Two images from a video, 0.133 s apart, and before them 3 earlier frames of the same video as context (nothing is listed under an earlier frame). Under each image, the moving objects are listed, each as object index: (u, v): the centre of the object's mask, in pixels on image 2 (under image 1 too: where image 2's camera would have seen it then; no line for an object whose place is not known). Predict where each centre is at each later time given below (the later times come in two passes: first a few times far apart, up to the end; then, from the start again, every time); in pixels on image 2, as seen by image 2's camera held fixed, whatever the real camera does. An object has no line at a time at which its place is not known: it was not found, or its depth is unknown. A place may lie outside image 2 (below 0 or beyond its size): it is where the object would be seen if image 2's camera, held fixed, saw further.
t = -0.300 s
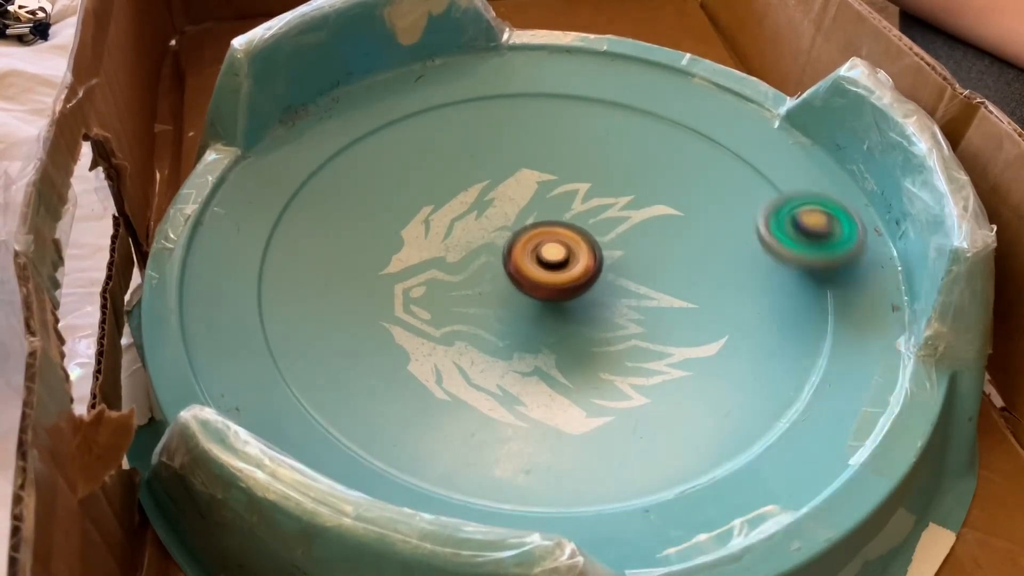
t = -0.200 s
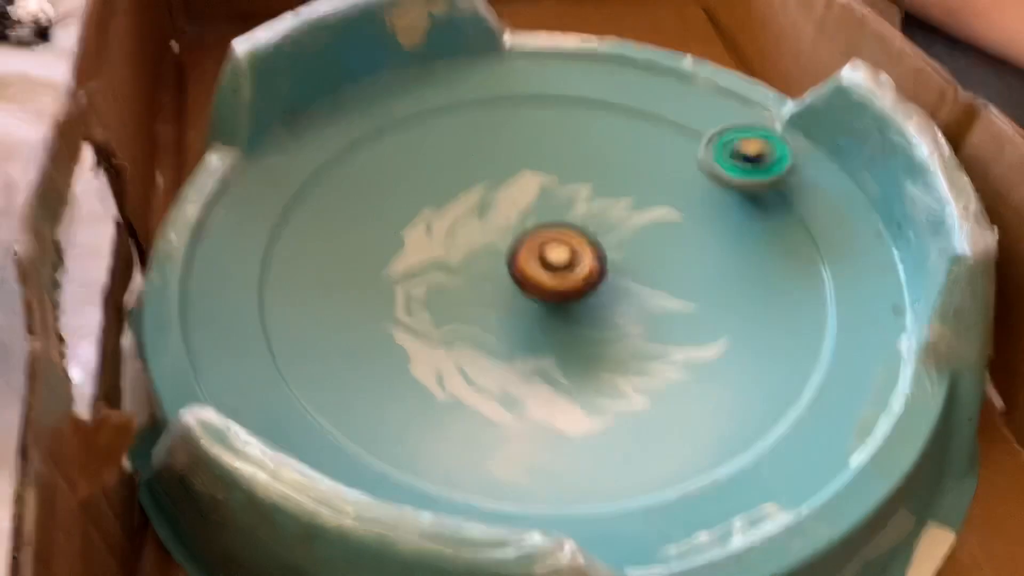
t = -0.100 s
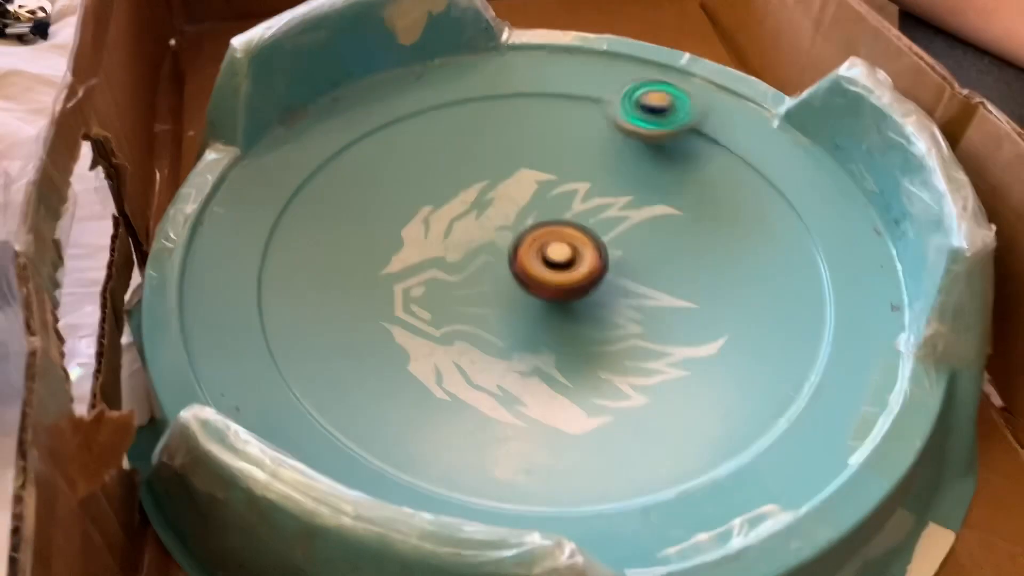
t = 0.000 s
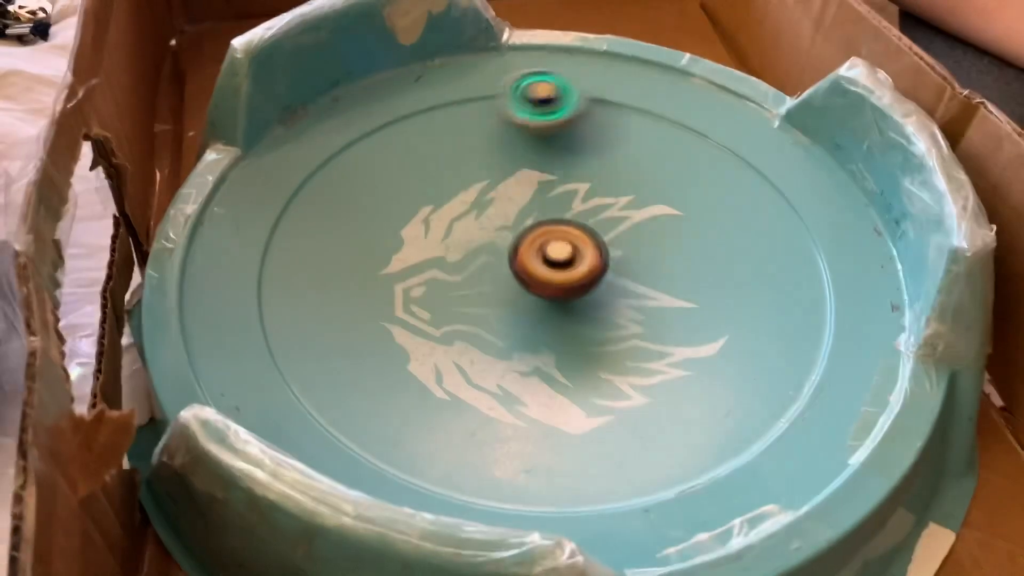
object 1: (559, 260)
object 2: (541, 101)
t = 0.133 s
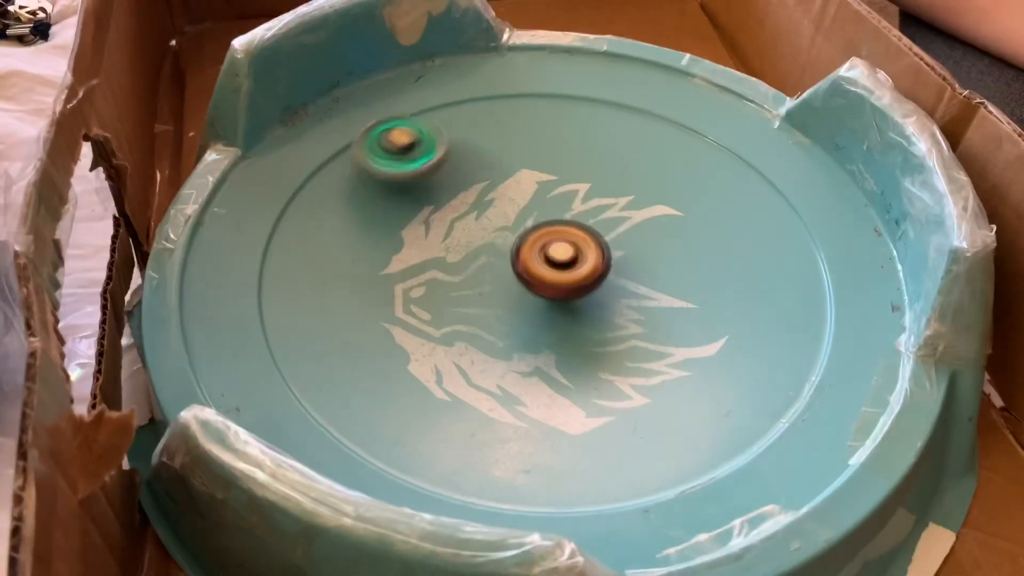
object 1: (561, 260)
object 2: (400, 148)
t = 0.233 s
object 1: (560, 259)
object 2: (342, 230)
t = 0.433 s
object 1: (560, 260)
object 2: (484, 422)
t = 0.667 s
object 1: (558, 263)
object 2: (760, 341)
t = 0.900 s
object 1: (560, 267)
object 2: (700, 185)
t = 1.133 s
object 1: (558, 272)
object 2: (533, 164)
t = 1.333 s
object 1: (560, 272)
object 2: (473, 203)
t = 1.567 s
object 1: (559, 273)
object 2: (463, 243)
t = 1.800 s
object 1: (669, 292)
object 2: (386, 253)
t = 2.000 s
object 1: (648, 268)
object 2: (402, 282)
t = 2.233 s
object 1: (611, 257)
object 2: (442, 301)
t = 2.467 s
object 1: (603, 243)
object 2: (457, 315)
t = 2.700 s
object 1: (688, 165)
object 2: (413, 356)
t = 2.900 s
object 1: (610, 176)
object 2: (484, 353)
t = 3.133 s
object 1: (553, 210)
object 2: (531, 329)
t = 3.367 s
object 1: (531, 231)
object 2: (563, 309)
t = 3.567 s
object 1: (477, 95)
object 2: (704, 415)
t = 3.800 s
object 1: (429, 132)
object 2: (785, 272)
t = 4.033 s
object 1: (456, 235)
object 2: (686, 236)
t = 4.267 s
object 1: (504, 276)
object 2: (622, 237)
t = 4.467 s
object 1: (270, 332)
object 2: (728, 148)
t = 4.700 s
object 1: (435, 387)
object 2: (633, 150)
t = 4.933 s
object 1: (573, 340)
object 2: (562, 189)
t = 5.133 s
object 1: (594, 296)
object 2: (534, 218)
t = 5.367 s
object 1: (813, 436)
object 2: (359, 97)
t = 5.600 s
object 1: (793, 358)
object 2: (311, 199)
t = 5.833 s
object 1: (662, 253)
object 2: (401, 265)
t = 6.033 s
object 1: (571, 238)
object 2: (489, 284)
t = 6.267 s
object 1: (640, 179)
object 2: (527, 355)
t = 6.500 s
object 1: (574, 195)
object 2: (598, 343)
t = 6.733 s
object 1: (533, 217)
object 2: (619, 319)
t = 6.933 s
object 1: (517, 241)
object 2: (619, 300)
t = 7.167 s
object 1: (428, 212)
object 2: (694, 310)
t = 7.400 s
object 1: (397, 222)
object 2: (707, 291)
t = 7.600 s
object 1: (431, 254)
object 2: (686, 276)
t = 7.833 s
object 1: (473, 266)
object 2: (641, 263)
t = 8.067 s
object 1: (400, 265)
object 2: (693, 230)
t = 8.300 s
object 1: (309, 274)
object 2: (683, 163)
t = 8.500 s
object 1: (402, 302)
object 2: (632, 174)
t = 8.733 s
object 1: (510, 298)
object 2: (591, 191)
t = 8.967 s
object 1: (557, 296)
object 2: (555, 198)
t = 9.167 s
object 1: (582, 300)
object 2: (533, 202)
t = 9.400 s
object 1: (605, 286)
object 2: (514, 215)
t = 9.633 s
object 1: (610, 276)
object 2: (508, 227)
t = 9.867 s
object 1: (615, 275)
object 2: (502, 237)
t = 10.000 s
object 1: (838, 335)
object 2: (328, 143)
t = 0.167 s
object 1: (560, 260)
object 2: (374, 171)
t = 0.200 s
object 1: (560, 260)
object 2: (354, 198)
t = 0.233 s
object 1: (560, 259)
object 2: (342, 230)
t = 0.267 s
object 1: (560, 260)
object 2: (339, 262)
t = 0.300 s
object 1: (560, 260)
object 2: (346, 298)
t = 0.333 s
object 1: (560, 260)
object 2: (364, 335)
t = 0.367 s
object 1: (560, 260)
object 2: (392, 368)
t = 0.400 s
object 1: (560, 260)
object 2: (437, 401)
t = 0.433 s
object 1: (560, 260)
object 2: (484, 422)
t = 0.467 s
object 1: (559, 261)
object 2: (537, 433)
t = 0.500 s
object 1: (559, 261)
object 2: (586, 435)
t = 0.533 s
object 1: (559, 261)
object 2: (634, 427)
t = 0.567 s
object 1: (559, 261)
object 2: (676, 413)
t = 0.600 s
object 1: (559, 262)
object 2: (713, 393)
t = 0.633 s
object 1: (559, 262)
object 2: (742, 368)
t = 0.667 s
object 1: (558, 263)
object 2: (760, 341)
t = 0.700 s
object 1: (558, 263)
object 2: (770, 314)
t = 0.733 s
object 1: (559, 264)
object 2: (773, 289)
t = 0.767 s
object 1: (559, 264)
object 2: (768, 264)
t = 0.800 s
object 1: (559, 265)
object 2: (757, 241)
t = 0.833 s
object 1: (559, 265)
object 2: (741, 220)
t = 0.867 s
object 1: (559, 265)
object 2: (723, 201)
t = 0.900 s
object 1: (560, 267)
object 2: (700, 185)
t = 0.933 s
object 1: (560, 267)
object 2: (672, 175)
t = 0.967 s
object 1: (560, 268)
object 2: (648, 166)
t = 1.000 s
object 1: (560, 268)
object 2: (622, 161)
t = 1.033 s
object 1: (560, 270)
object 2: (596, 158)
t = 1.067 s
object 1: (559, 271)
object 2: (573, 158)
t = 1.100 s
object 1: (558, 271)
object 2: (552, 161)
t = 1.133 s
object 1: (558, 272)
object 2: (533, 164)
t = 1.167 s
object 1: (559, 272)
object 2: (517, 170)
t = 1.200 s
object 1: (559, 272)
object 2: (503, 177)
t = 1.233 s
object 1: (559, 272)
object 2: (493, 184)
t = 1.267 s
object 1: (559, 272)
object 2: (485, 190)
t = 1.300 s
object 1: (560, 272)
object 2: (479, 197)
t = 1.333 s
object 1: (560, 272)
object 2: (473, 203)
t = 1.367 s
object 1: (560, 272)
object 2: (470, 209)
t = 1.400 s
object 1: (560, 272)
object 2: (467, 216)
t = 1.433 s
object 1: (560, 272)
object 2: (465, 222)
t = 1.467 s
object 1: (560, 273)
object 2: (463, 228)
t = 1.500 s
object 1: (560, 273)
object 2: (463, 231)
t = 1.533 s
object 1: (560, 273)
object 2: (463, 237)
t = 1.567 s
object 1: (559, 273)
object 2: (463, 243)
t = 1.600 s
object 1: (585, 281)
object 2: (442, 236)
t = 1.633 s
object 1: (615, 290)
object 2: (419, 231)
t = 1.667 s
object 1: (639, 295)
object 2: (404, 229)
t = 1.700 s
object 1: (656, 297)
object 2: (395, 233)
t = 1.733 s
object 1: (665, 297)
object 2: (389, 240)
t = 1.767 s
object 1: (668, 295)
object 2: (386, 247)
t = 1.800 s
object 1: (669, 292)
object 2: (386, 253)
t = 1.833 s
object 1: (667, 287)
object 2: (387, 259)
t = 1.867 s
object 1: (664, 283)
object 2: (389, 264)
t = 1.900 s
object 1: (661, 279)
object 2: (392, 270)
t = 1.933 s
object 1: (657, 275)
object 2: (395, 274)
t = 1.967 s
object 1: (652, 272)
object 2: (398, 278)
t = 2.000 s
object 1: (648, 268)
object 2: (402, 282)
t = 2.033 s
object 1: (643, 266)
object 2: (407, 285)
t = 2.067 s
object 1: (638, 263)
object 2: (412, 289)
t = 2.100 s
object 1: (633, 262)
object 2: (417, 292)
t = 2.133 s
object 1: (628, 260)
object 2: (423, 294)
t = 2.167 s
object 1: (622, 259)
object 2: (429, 296)
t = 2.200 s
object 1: (616, 257)
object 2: (435, 299)
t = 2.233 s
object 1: (611, 257)
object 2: (442, 301)
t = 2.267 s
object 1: (604, 257)
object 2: (448, 302)
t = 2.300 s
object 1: (598, 257)
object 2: (455, 303)
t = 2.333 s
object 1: (592, 257)
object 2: (463, 303)
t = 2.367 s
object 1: (586, 258)
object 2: (471, 304)
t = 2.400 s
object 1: (580, 258)
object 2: (479, 303)
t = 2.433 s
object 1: (574, 259)
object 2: (487, 303)
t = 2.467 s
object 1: (603, 243)
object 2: (457, 315)
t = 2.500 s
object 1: (639, 222)
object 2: (420, 328)
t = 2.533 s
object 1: (667, 204)
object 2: (396, 336)
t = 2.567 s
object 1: (687, 189)
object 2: (384, 342)
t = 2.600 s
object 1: (700, 178)
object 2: (384, 346)
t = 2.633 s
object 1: (704, 171)
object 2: (391, 350)
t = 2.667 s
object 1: (699, 167)
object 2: (402, 353)
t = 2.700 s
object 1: (688, 165)
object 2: (413, 356)
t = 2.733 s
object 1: (675, 164)
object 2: (427, 357)
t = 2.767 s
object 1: (661, 164)
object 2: (440, 358)
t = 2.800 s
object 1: (648, 165)
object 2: (452, 358)
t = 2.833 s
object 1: (635, 168)
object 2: (463, 357)
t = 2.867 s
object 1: (622, 172)
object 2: (474, 355)
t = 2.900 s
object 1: (610, 176)
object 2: (484, 353)
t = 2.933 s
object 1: (599, 181)
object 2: (492, 351)
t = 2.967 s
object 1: (589, 186)
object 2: (500, 348)
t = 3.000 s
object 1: (579, 191)
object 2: (508, 344)
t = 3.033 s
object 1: (571, 196)
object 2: (515, 341)
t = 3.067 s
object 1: (564, 201)
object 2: (520, 337)
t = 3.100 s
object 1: (558, 205)
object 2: (526, 333)
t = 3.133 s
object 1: (553, 210)
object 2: (531, 329)
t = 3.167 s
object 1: (548, 215)
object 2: (536, 325)
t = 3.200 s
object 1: (544, 220)
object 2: (541, 320)
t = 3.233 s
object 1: (541, 225)
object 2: (545, 315)
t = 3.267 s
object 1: (537, 230)
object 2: (550, 311)
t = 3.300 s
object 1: (535, 231)
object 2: (555, 310)
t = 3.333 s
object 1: (532, 230)
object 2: (559, 311)
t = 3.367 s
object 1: (531, 231)
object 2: (563, 309)
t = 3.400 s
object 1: (530, 232)
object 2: (566, 307)
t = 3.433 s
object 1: (524, 220)
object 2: (576, 320)
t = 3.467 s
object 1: (510, 179)
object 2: (605, 366)
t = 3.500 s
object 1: (497, 143)
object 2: (631, 392)
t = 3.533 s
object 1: (487, 115)
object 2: (668, 410)
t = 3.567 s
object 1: (477, 95)
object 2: (704, 415)
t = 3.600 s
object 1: (468, 83)
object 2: (745, 409)
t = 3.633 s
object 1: (459, 78)
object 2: (778, 396)
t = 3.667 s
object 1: (453, 85)
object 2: (790, 362)
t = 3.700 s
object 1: (446, 94)
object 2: (799, 334)
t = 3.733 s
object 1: (440, 105)
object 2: (799, 309)
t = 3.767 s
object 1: (434, 118)
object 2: (794, 287)
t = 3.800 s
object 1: (429, 132)
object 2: (785, 272)
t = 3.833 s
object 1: (428, 147)
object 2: (773, 259)
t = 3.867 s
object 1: (428, 162)
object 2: (760, 250)
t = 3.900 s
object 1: (430, 178)
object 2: (745, 244)
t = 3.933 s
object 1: (435, 194)
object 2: (730, 240)
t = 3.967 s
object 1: (441, 209)
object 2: (715, 237)
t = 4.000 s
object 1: (448, 223)
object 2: (700, 236)
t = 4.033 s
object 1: (456, 235)
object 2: (686, 236)
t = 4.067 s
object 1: (465, 246)
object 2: (672, 236)
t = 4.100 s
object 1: (475, 254)
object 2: (659, 236)
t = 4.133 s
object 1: (484, 260)
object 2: (647, 237)
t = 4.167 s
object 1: (493, 265)
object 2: (635, 238)
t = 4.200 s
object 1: (502, 269)
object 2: (625, 240)
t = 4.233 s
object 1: (511, 272)
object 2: (614, 241)
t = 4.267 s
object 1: (504, 276)
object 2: (622, 237)
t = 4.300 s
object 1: (439, 291)
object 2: (676, 216)
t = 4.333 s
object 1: (381, 300)
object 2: (716, 195)
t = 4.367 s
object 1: (332, 308)
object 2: (735, 181)
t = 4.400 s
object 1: (292, 316)
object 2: (743, 167)
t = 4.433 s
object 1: (271, 322)
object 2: (739, 155)
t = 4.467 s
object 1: (270, 332)
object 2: (728, 148)
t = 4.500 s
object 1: (278, 344)
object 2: (715, 143)
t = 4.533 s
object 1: (296, 356)
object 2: (700, 141)
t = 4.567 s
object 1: (323, 369)
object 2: (687, 140)
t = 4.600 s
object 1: (351, 378)
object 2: (673, 141)
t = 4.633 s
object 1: (379, 384)
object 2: (659, 143)
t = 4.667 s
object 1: (407, 387)
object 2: (645, 147)
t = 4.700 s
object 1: (435, 387)
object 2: (633, 150)
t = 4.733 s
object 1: (463, 385)
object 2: (620, 156)
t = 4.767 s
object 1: (489, 382)
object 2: (607, 161)
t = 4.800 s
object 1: (512, 376)
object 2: (596, 167)
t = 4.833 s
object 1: (533, 368)
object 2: (585, 173)
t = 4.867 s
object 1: (549, 359)
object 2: (577, 178)
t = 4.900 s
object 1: (562, 350)
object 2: (569, 183)
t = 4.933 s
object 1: (573, 340)
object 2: (562, 189)
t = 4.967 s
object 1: (581, 332)
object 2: (556, 193)
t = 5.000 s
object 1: (587, 323)
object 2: (551, 198)
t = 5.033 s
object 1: (590, 315)
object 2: (546, 203)
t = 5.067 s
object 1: (592, 308)
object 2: (542, 208)
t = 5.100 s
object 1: (594, 301)
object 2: (537, 213)
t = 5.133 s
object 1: (594, 296)
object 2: (534, 218)
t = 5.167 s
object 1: (594, 289)
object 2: (529, 223)
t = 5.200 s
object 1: (594, 285)
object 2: (525, 227)
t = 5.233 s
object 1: (645, 328)
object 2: (486, 182)
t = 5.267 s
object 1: (704, 375)
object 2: (443, 138)
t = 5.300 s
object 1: (762, 413)
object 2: (409, 108)
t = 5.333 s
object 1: (790, 417)
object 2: (380, 93)
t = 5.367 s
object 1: (813, 436)
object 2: (359, 97)
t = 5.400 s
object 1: (834, 446)
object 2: (332, 100)
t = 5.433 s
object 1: (844, 441)
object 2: (318, 113)
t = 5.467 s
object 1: (837, 434)
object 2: (309, 128)
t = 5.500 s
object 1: (827, 415)
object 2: (305, 144)
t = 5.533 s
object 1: (818, 396)
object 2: (303, 163)
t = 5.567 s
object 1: (807, 375)
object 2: (305, 182)
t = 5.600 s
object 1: (793, 358)
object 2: (311, 199)
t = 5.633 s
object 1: (779, 339)
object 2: (322, 212)
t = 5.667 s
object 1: (762, 320)
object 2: (334, 226)
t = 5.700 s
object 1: (744, 303)
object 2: (348, 237)
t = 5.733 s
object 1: (725, 288)
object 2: (362, 246)
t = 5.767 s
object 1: (704, 274)
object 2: (375, 253)
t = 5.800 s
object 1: (684, 263)
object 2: (389, 260)
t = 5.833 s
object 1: (662, 253)
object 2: (401, 265)
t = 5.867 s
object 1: (642, 245)
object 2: (414, 270)
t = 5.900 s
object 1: (623, 240)
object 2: (426, 274)
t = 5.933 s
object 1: (607, 237)
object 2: (439, 278)
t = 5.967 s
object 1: (593, 236)
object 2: (453, 280)
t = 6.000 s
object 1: (581, 236)
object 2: (470, 283)
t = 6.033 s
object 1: (571, 238)
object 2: (489, 284)
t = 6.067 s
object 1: (590, 223)
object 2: (478, 300)
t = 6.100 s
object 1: (614, 208)
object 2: (464, 315)
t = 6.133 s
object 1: (632, 195)
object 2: (463, 326)
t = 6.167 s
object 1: (644, 186)
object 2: (473, 337)
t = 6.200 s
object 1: (649, 180)
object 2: (489, 346)
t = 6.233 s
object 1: (646, 179)
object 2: (506, 352)
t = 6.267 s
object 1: (640, 179)
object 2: (527, 355)
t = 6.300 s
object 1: (631, 180)
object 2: (544, 356)
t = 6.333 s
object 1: (621, 181)
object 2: (559, 355)
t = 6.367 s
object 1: (611, 183)
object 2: (571, 353)
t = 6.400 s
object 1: (602, 186)
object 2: (580, 351)
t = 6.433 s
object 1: (592, 188)
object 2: (587, 348)
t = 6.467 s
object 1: (583, 192)
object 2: (593, 345)
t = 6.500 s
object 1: (574, 195)
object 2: (598, 343)
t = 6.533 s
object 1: (567, 198)
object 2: (602, 339)
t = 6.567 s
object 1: (560, 201)
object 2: (606, 336)
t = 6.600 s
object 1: (553, 204)
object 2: (609, 333)
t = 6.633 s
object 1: (547, 207)
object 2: (613, 330)
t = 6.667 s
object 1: (541, 210)
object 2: (615, 326)
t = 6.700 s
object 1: (537, 213)
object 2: (617, 322)
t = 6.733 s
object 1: (533, 217)
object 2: (619, 319)
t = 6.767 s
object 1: (528, 221)
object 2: (621, 315)
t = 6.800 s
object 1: (525, 225)
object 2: (621, 313)
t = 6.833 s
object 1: (522, 229)
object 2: (620, 310)
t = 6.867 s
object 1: (520, 233)
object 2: (620, 307)
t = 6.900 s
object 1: (518, 237)
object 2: (620, 303)
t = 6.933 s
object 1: (517, 241)
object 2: (619, 300)
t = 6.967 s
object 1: (516, 244)
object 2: (617, 298)
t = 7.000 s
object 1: (516, 248)
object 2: (615, 295)
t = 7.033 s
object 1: (516, 251)
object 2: (613, 291)
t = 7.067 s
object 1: (516, 254)
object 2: (612, 288)
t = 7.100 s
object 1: (487, 242)
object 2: (642, 298)
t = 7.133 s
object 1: (454, 225)
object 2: (676, 309)
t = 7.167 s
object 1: (428, 212)
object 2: (694, 310)
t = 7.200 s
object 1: (410, 204)
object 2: (703, 310)
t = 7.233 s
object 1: (401, 201)
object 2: (707, 308)
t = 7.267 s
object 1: (396, 202)
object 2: (709, 304)
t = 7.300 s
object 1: (394, 206)
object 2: (710, 301)
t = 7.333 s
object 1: (393, 211)
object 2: (709, 297)
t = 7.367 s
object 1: (395, 216)
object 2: (708, 294)
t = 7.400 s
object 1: (397, 222)
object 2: (707, 291)
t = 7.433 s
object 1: (401, 228)
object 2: (705, 288)
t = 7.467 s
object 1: (406, 235)
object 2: (702, 285)
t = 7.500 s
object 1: (411, 240)
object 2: (699, 283)
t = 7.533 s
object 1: (418, 245)
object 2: (695, 281)
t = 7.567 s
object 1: (424, 250)
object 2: (691, 278)
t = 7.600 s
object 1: (431, 254)
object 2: (686, 276)
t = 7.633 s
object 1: (437, 257)
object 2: (681, 274)
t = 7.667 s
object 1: (443, 260)
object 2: (675, 271)
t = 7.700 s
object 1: (450, 262)
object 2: (669, 270)
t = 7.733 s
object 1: (455, 264)
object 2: (662, 267)
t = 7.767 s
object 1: (461, 265)
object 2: (655, 266)
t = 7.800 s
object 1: (466, 266)
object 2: (648, 264)
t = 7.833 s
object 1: (473, 266)
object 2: (641, 263)
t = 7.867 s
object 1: (478, 267)
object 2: (634, 261)
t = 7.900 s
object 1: (484, 267)
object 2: (626, 259)
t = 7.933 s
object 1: (491, 267)
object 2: (618, 258)
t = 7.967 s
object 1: (497, 268)
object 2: (610, 256)
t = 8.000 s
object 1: (503, 268)
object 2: (603, 254)
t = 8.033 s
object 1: (454, 268)
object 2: (650, 242)
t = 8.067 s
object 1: (400, 265)
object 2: (693, 230)
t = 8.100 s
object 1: (356, 262)
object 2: (718, 218)
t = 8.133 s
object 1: (322, 260)
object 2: (728, 205)
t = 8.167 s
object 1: (303, 259)
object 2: (726, 193)
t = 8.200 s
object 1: (294, 261)
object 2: (718, 181)
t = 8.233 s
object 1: (295, 265)
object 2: (707, 172)
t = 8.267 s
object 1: (301, 269)
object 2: (695, 166)
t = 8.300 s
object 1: (309, 274)
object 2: (683, 163)
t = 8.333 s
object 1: (321, 281)
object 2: (674, 163)
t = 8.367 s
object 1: (334, 285)
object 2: (664, 164)
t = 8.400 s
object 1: (349, 291)
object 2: (655, 166)
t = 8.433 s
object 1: (365, 296)
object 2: (646, 169)
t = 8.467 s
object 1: (383, 299)
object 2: (639, 171)
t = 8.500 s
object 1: (402, 302)
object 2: (632, 174)
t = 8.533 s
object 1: (421, 305)
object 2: (626, 177)
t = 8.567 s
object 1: (440, 306)
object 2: (619, 179)
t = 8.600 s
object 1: (458, 306)
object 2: (614, 181)
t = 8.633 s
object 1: (475, 305)
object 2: (608, 183)
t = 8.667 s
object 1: (488, 303)
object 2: (602, 185)
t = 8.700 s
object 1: (500, 301)
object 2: (596, 188)
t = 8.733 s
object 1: (510, 298)
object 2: (591, 191)
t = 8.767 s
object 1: (520, 295)
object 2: (585, 194)
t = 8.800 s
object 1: (528, 292)
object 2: (579, 197)
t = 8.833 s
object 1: (535, 289)
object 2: (574, 200)
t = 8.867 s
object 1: (542, 286)
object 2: (568, 204)
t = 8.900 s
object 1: (548, 283)
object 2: (562, 207)
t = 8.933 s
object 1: (554, 285)
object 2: (558, 207)
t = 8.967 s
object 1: (557, 296)
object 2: (555, 198)
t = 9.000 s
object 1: (560, 303)
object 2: (551, 196)
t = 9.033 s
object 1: (564, 305)
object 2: (547, 196)
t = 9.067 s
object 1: (568, 305)
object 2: (543, 198)
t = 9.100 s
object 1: (572, 304)
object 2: (539, 199)
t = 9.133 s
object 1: (577, 302)
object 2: (536, 201)
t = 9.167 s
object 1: (582, 300)
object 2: (533, 202)
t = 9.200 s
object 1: (586, 298)
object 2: (529, 204)
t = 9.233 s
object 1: (590, 297)
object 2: (526, 206)
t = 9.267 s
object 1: (593, 294)
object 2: (523, 208)
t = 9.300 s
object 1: (597, 292)
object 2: (521, 210)
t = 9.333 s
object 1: (600, 290)
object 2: (518, 212)
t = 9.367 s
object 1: (602, 288)
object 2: (516, 213)
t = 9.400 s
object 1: (605, 286)
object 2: (514, 215)
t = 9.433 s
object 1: (607, 284)
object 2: (512, 217)
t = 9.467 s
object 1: (609, 283)
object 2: (511, 218)
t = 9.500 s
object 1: (610, 281)
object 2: (510, 220)
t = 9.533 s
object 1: (610, 280)
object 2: (509, 222)
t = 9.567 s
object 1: (611, 278)
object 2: (509, 223)
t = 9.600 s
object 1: (611, 277)
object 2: (508, 225)
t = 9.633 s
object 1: (610, 276)
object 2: (508, 227)
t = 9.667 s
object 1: (610, 275)
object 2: (508, 228)
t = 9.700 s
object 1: (609, 274)
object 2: (507, 230)
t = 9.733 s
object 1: (608, 273)
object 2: (507, 233)
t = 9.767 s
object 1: (607, 272)
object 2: (507, 235)
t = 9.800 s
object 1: (606, 272)
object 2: (508, 237)
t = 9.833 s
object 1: (605, 271)
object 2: (509, 240)
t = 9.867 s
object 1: (615, 275)
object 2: (502, 237)
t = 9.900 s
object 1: (685, 301)
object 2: (440, 200)
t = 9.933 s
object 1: (746, 317)
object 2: (395, 173)
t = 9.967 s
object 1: (804, 334)
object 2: (355, 154)
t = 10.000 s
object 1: (838, 335)
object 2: (328, 143)
